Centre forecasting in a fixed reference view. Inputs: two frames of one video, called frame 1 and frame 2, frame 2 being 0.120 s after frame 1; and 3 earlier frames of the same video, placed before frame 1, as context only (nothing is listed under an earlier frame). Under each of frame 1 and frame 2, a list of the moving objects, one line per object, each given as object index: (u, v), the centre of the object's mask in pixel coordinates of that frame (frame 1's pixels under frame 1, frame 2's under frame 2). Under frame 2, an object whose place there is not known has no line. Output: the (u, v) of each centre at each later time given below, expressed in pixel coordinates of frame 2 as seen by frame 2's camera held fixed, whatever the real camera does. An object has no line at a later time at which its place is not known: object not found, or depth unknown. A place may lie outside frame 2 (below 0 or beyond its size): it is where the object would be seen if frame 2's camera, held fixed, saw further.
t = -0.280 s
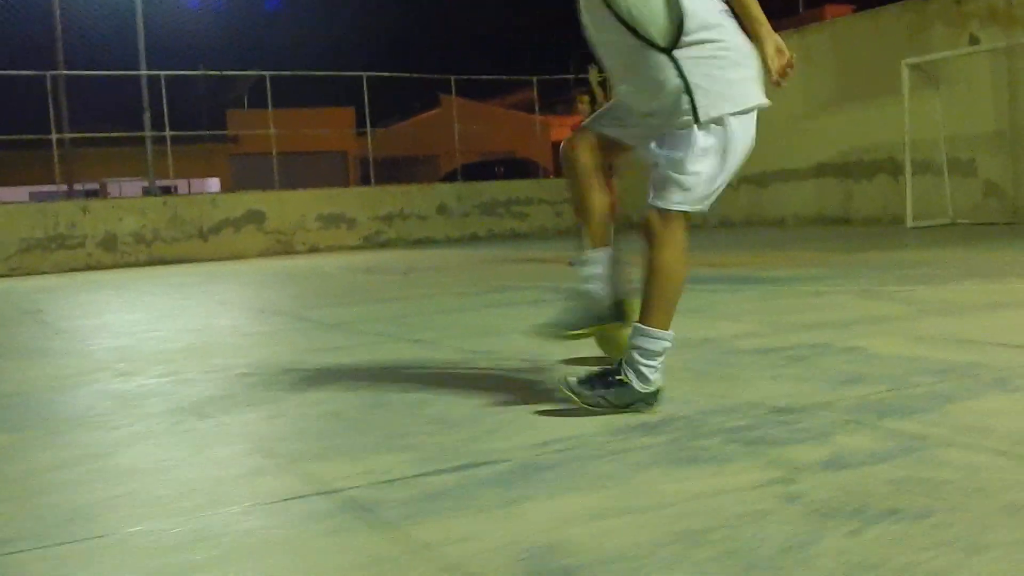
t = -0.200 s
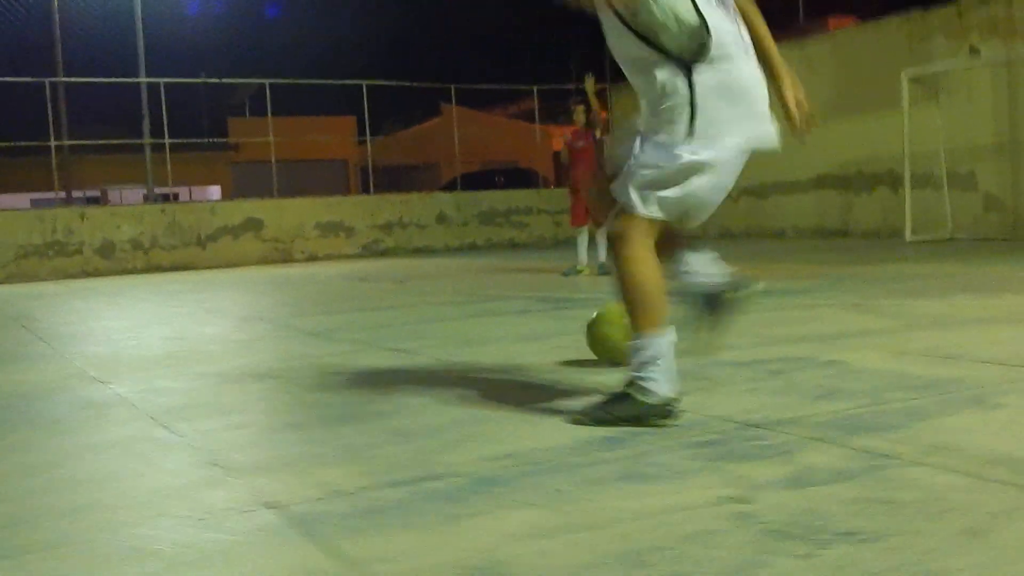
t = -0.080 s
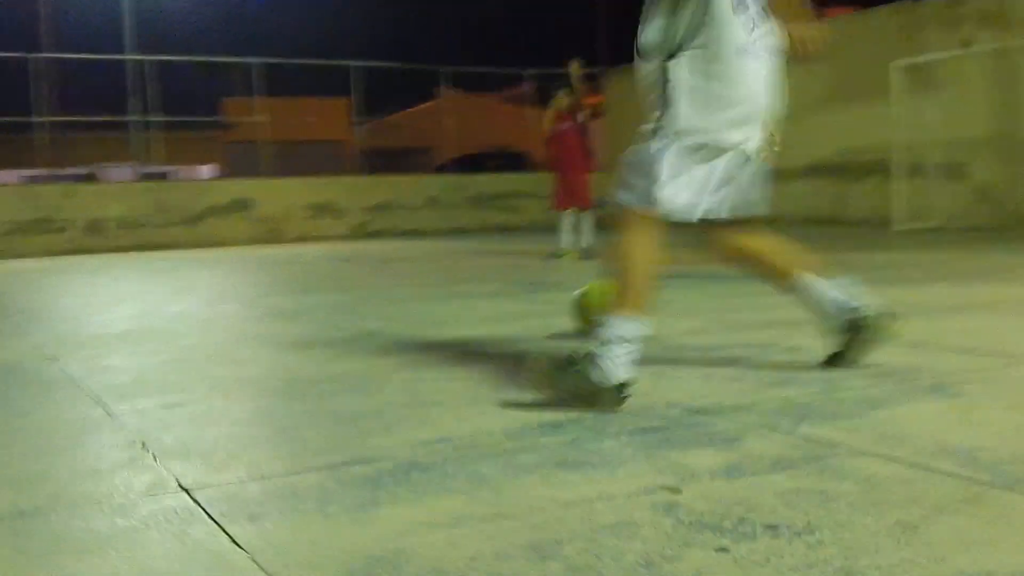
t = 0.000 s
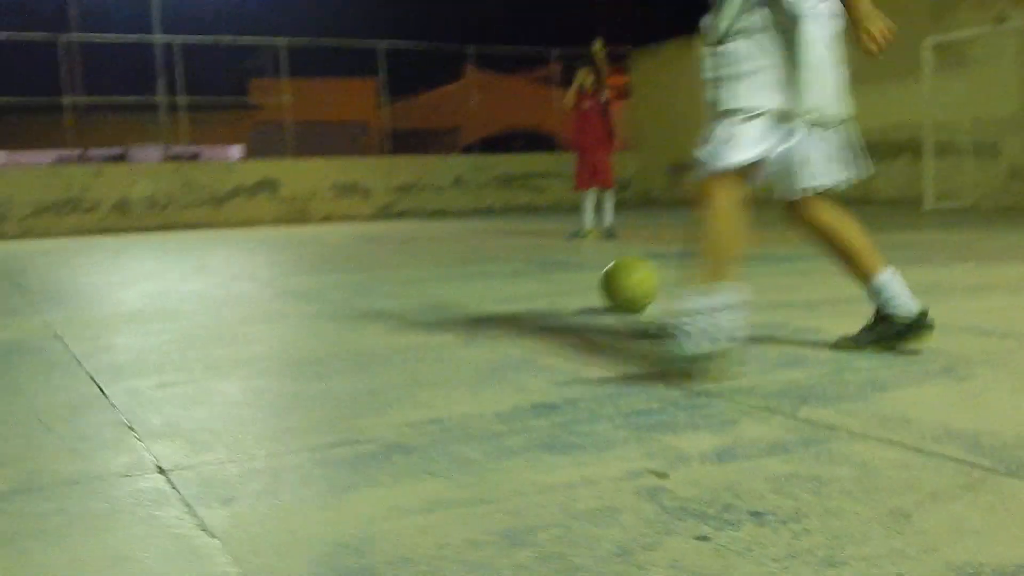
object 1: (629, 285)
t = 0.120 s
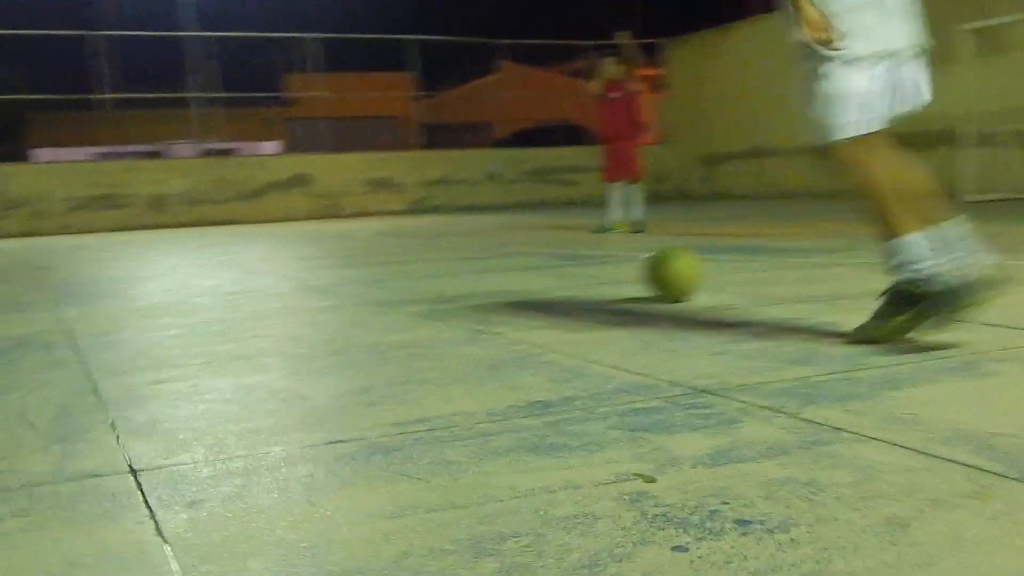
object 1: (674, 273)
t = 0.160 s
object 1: (683, 273)
